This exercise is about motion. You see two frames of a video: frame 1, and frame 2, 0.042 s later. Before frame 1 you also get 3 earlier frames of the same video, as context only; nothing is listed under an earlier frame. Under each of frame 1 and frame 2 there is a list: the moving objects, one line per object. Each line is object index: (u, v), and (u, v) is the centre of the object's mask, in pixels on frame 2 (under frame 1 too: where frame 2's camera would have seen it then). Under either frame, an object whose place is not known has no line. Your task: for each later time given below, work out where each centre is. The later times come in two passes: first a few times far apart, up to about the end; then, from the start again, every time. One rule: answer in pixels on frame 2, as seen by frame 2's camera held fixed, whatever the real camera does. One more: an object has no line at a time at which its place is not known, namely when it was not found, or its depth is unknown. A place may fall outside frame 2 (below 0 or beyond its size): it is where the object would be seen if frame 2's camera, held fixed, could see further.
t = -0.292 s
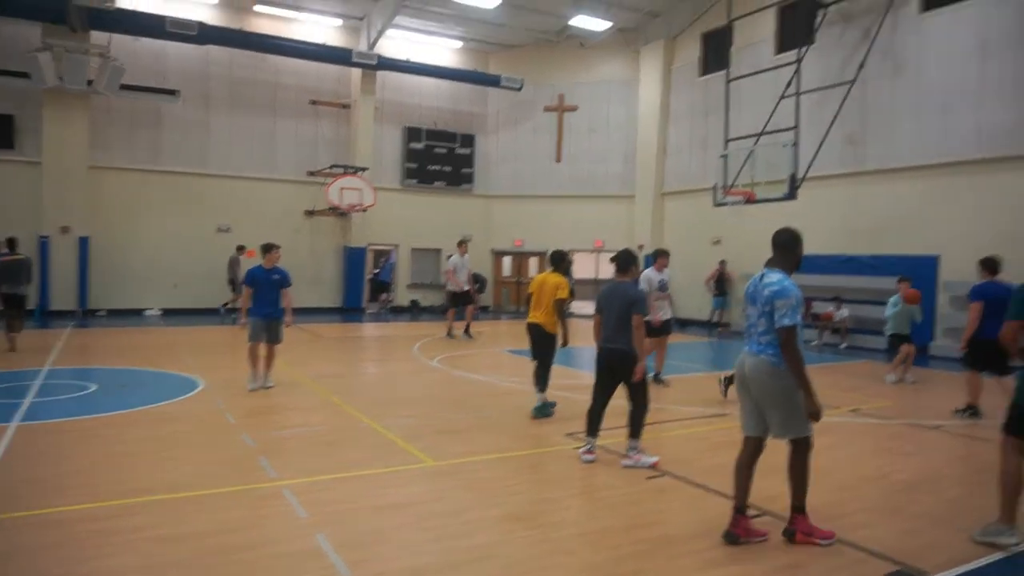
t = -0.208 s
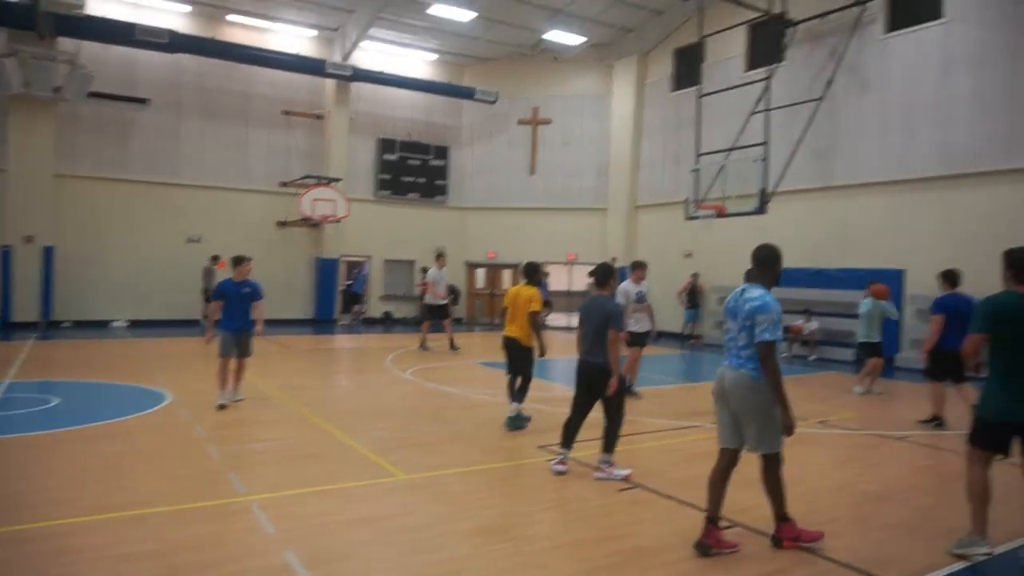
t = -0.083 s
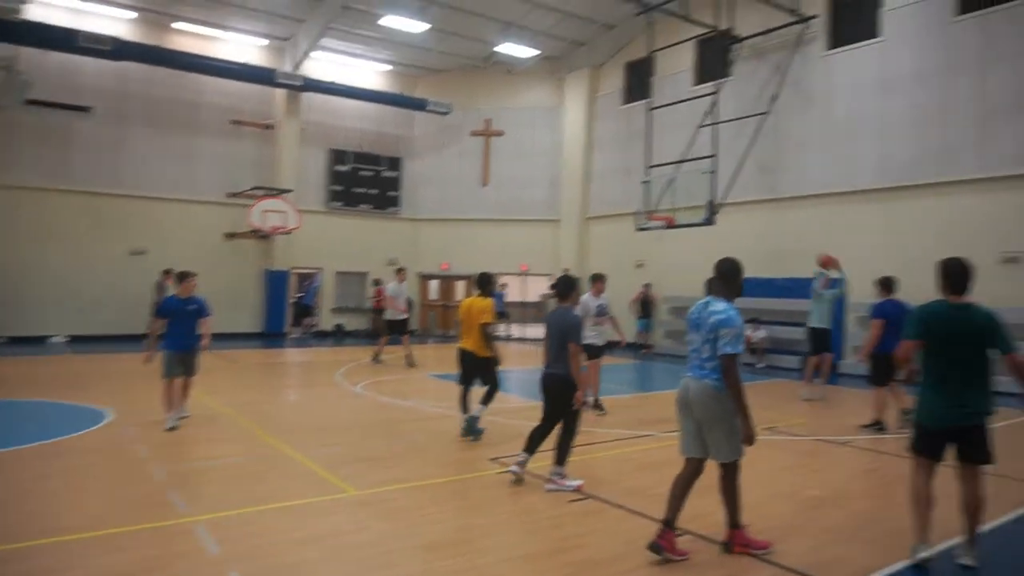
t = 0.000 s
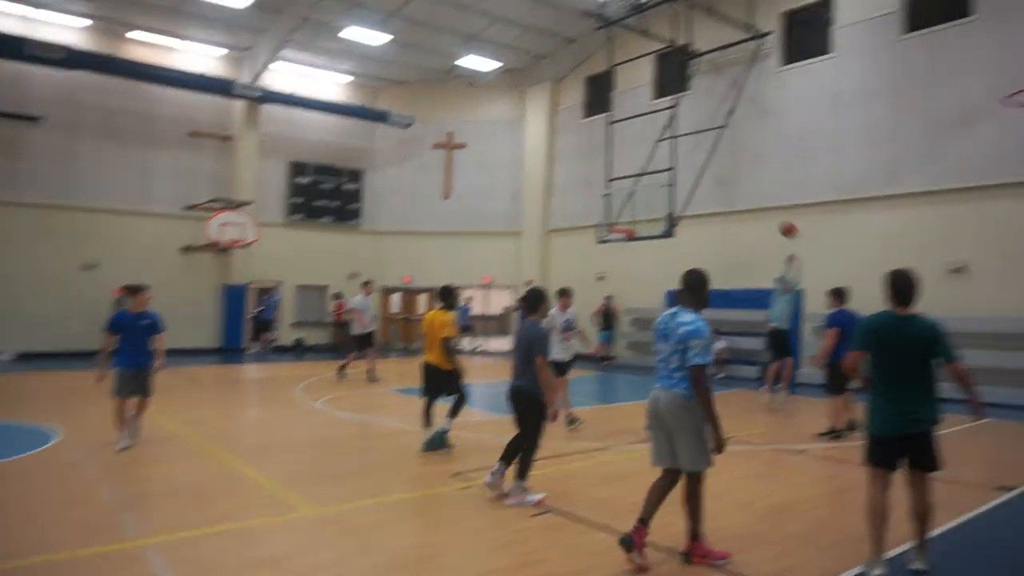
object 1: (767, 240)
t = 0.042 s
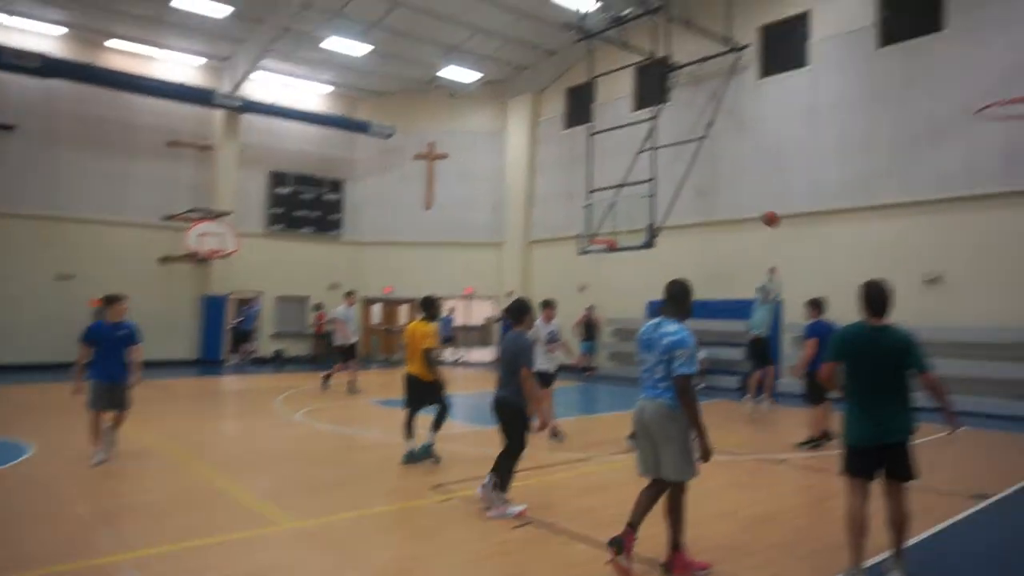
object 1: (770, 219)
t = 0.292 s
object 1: (790, 99)
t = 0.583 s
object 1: (822, -8)
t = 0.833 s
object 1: (861, -65)
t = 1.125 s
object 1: (918, -64)
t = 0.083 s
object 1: (773, 197)
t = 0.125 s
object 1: (776, 176)
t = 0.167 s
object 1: (779, 156)
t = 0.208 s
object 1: (783, 136)
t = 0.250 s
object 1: (787, 117)
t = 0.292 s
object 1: (790, 99)
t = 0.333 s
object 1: (794, 81)
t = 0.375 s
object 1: (798, 63)
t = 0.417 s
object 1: (802, 48)
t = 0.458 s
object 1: (807, 33)
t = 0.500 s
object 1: (812, 18)
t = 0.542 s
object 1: (818, 3)
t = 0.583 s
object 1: (822, -8)
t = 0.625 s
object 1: (829, -21)
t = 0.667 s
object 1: (836, -33)
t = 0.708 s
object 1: (841, -43)
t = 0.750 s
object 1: (849, -53)
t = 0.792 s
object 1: (855, -60)
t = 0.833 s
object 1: (861, -65)
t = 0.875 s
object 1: (868, -71)
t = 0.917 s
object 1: (875, -73)
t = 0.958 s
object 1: (883, -75)
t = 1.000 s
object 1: (889, -74)
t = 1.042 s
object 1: (900, -74)
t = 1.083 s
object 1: (908, -70)
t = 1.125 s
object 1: (918, -64)
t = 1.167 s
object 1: (924, -54)
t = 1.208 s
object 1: (938, -45)
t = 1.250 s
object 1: (952, -34)
